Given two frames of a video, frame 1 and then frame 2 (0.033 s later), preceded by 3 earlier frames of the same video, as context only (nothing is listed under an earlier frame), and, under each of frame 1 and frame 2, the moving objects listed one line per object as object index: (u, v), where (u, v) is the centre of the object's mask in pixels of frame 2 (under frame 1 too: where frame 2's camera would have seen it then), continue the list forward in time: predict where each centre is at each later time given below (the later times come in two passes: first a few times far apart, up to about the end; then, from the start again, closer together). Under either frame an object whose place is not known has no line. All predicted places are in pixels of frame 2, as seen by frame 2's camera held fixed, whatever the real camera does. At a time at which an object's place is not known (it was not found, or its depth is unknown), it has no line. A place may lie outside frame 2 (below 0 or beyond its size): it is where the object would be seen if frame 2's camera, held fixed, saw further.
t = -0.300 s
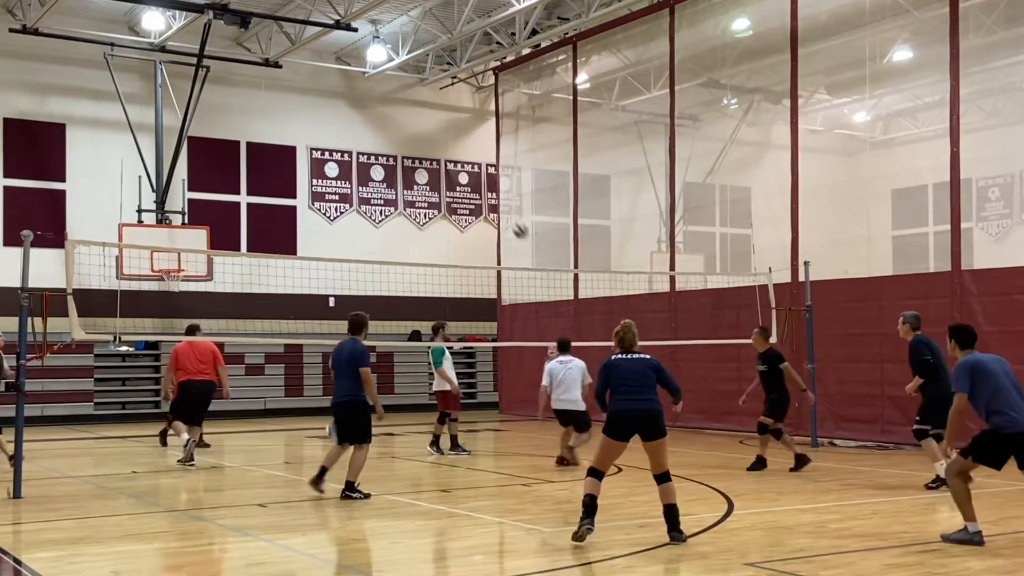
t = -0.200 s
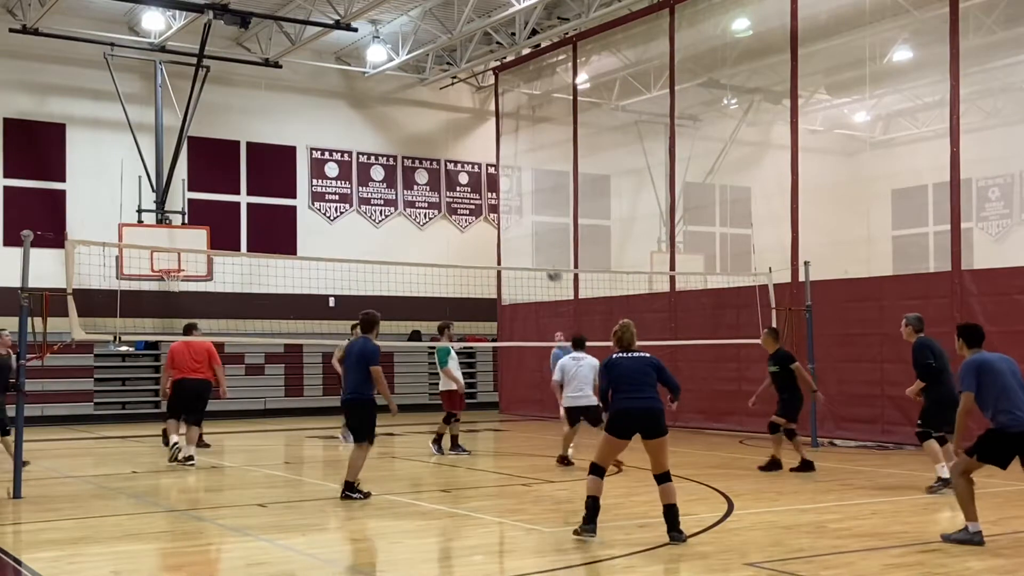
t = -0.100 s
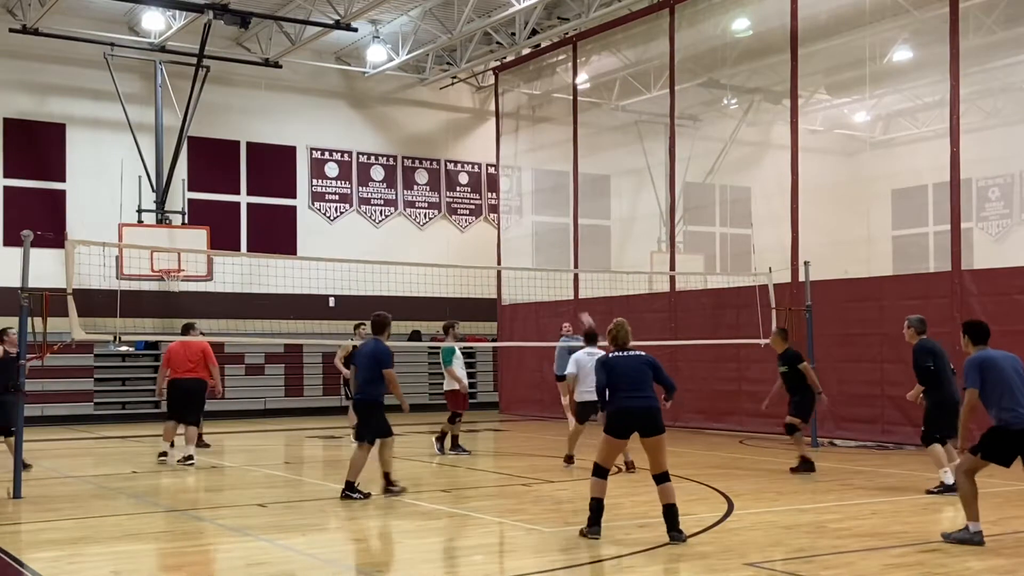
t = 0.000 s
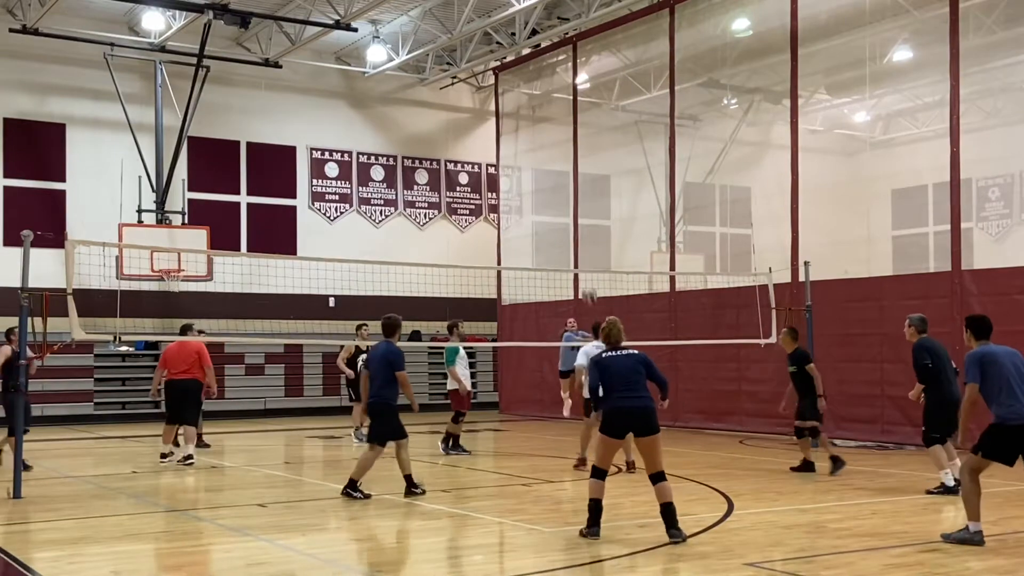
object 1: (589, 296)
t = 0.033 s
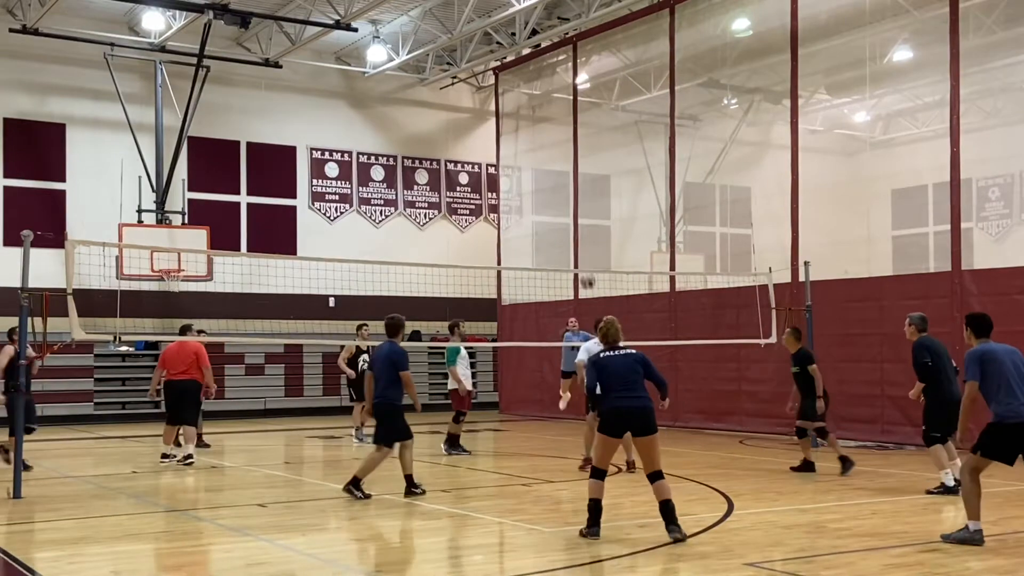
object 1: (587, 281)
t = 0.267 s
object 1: (576, 204)
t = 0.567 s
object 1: (562, 163)
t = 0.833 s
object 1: (549, 183)
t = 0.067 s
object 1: (586, 266)
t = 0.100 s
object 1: (585, 256)
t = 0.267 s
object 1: (576, 204)
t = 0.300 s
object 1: (574, 198)
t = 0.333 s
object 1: (573, 190)
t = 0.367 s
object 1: (572, 183)
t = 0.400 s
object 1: (570, 178)
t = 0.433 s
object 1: (568, 172)
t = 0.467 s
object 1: (567, 170)
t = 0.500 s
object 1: (565, 167)
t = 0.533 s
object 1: (563, 165)
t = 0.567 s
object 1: (562, 163)
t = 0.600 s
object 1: (560, 163)
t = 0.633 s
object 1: (559, 162)
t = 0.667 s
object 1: (557, 164)
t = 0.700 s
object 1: (555, 166)
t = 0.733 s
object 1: (554, 168)
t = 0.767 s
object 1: (552, 173)
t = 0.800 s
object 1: (551, 177)
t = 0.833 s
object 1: (549, 183)
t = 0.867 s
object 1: (547, 189)
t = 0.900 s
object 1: (545, 197)
